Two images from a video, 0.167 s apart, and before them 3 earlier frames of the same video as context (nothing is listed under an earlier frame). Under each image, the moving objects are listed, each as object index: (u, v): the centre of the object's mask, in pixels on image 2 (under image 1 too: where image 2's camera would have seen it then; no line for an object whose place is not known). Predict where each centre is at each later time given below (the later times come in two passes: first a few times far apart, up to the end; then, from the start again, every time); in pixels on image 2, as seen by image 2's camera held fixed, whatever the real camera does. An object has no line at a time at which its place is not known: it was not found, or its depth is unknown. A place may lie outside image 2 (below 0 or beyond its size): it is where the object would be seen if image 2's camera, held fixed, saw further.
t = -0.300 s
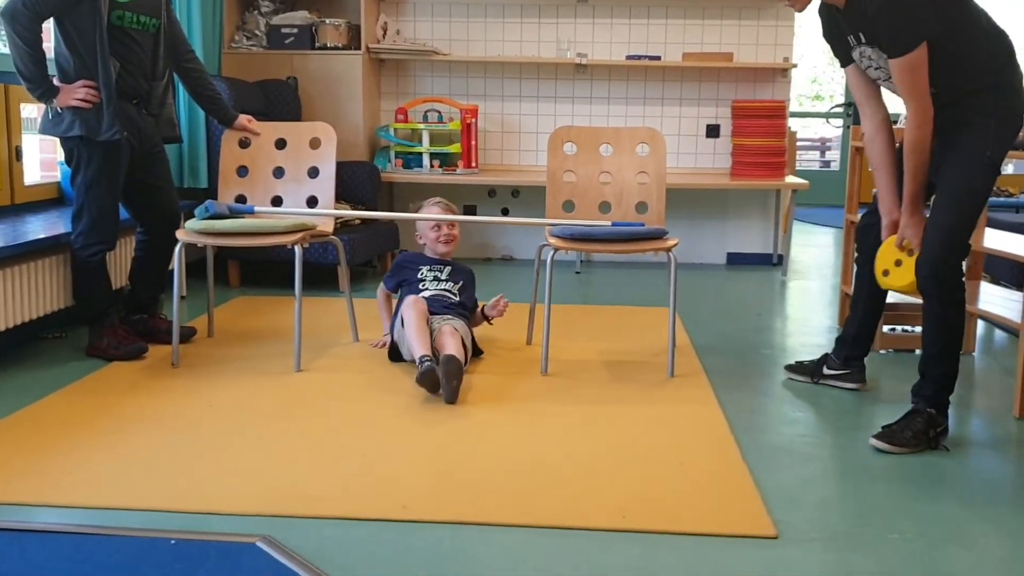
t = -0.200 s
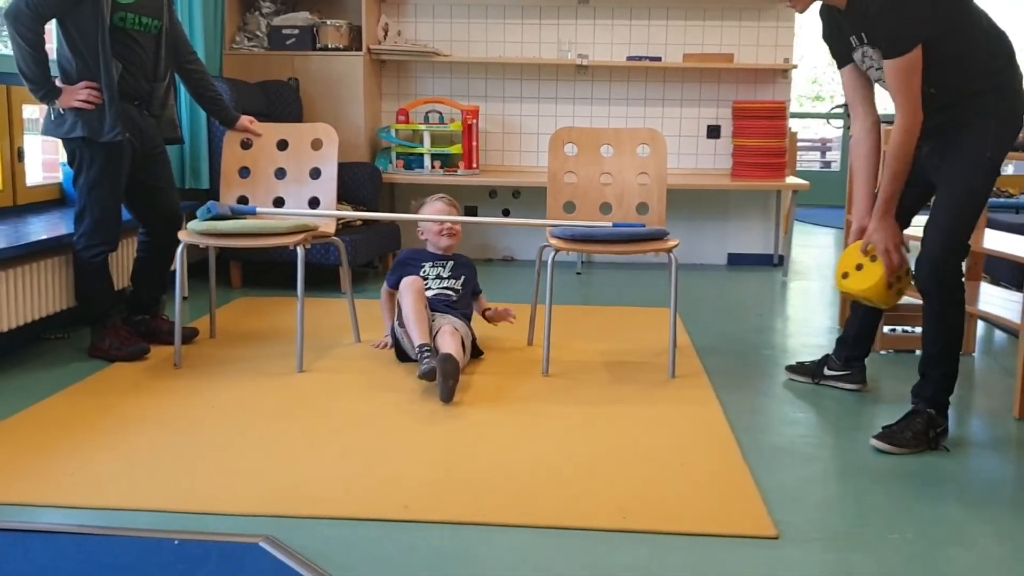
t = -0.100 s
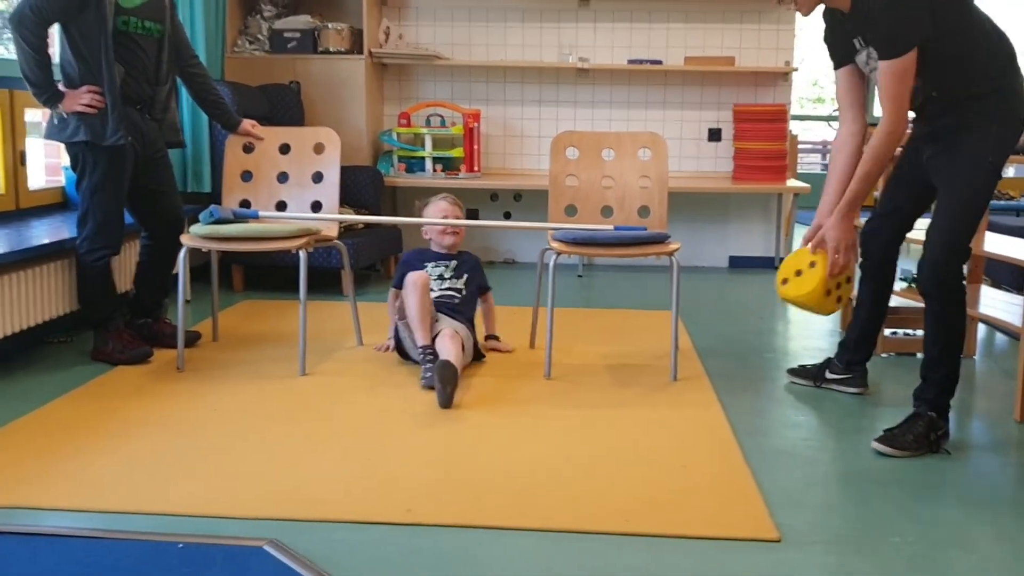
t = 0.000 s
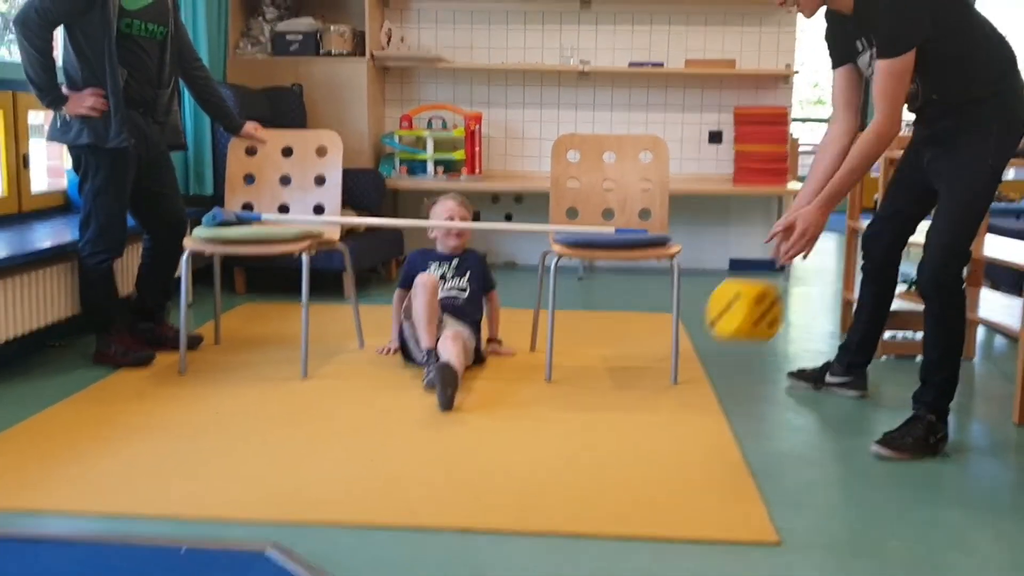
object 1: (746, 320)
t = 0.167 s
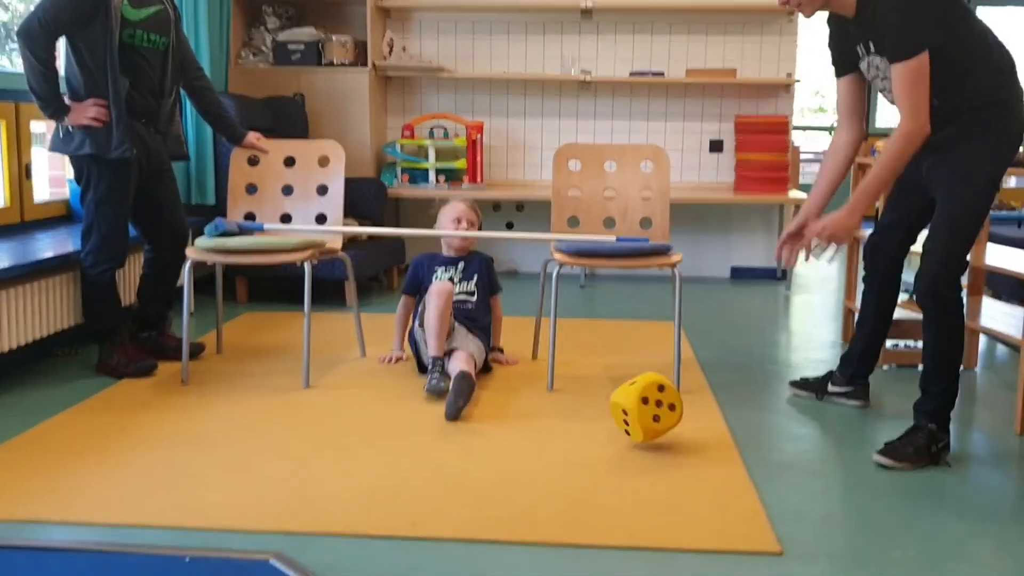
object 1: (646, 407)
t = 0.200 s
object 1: (646, 389)
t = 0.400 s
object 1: (638, 357)
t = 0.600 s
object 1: (623, 424)
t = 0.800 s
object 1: (606, 429)
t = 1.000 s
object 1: (571, 465)
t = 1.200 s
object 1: (541, 479)
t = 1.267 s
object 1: (532, 486)
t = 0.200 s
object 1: (646, 389)
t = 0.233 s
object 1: (645, 375)
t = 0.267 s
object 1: (643, 365)
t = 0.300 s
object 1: (642, 356)
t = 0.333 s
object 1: (640, 353)
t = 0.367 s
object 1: (639, 353)
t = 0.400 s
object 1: (638, 357)
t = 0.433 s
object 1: (636, 365)
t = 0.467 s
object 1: (634, 377)
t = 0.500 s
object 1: (632, 392)
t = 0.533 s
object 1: (630, 412)
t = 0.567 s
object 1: (626, 435)
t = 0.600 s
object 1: (623, 424)
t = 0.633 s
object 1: (621, 415)
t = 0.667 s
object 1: (619, 410)
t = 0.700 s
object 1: (616, 409)
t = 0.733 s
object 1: (613, 412)
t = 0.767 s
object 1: (609, 418)
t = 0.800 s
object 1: (606, 429)
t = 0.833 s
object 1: (603, 444)
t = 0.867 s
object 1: (598, 453)
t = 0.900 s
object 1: (592, 452)
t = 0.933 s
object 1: (585, 454)
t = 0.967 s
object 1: (578, 462)
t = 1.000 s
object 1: (571, 465)
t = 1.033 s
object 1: (566, 462)
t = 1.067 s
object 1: (561, 463)
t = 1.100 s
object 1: (556, 469)
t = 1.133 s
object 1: (551, 478)
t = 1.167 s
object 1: (546, 476)
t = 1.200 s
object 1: (541, 479)
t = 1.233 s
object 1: (537, 485)
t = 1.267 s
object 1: (532, 486)
